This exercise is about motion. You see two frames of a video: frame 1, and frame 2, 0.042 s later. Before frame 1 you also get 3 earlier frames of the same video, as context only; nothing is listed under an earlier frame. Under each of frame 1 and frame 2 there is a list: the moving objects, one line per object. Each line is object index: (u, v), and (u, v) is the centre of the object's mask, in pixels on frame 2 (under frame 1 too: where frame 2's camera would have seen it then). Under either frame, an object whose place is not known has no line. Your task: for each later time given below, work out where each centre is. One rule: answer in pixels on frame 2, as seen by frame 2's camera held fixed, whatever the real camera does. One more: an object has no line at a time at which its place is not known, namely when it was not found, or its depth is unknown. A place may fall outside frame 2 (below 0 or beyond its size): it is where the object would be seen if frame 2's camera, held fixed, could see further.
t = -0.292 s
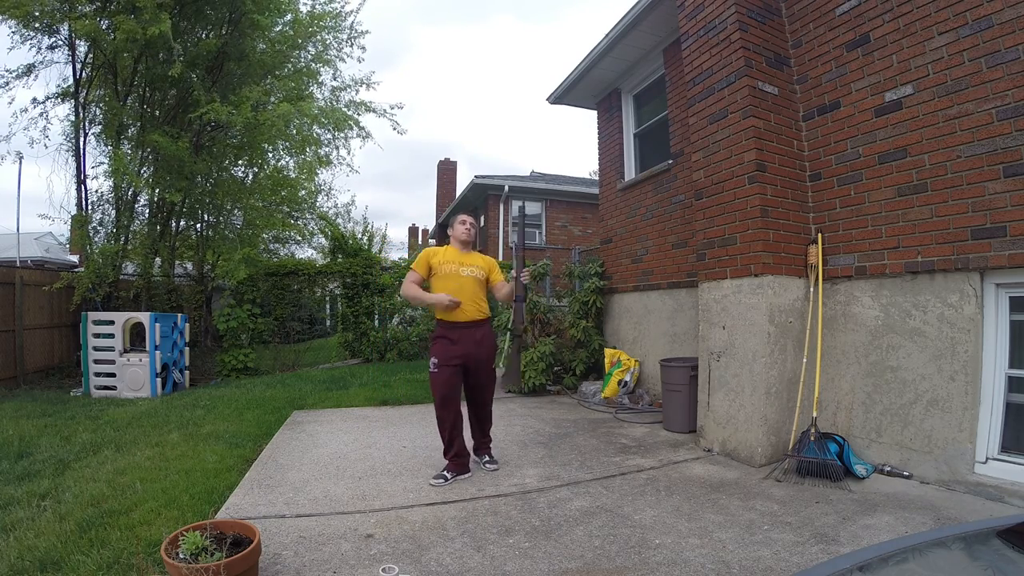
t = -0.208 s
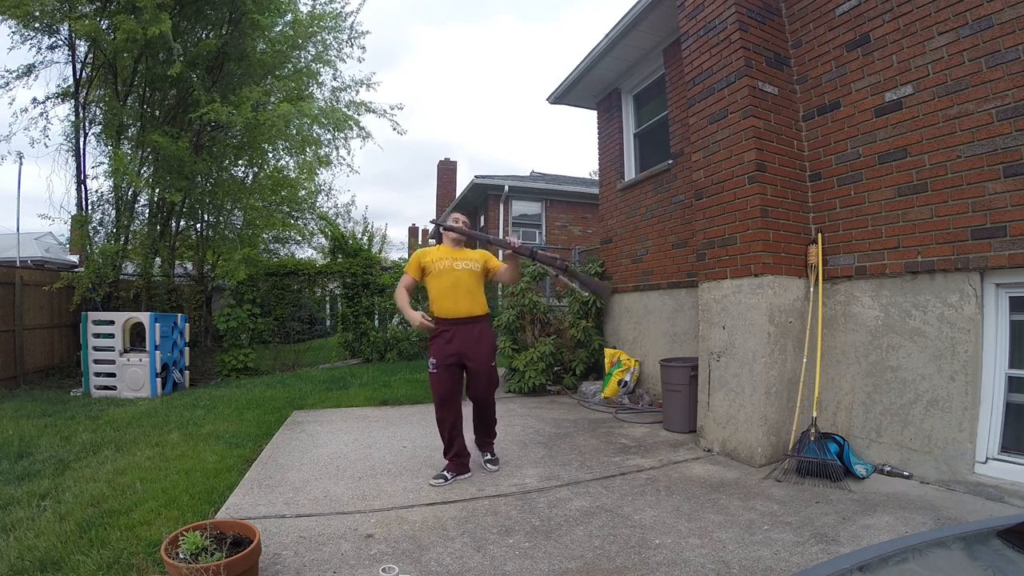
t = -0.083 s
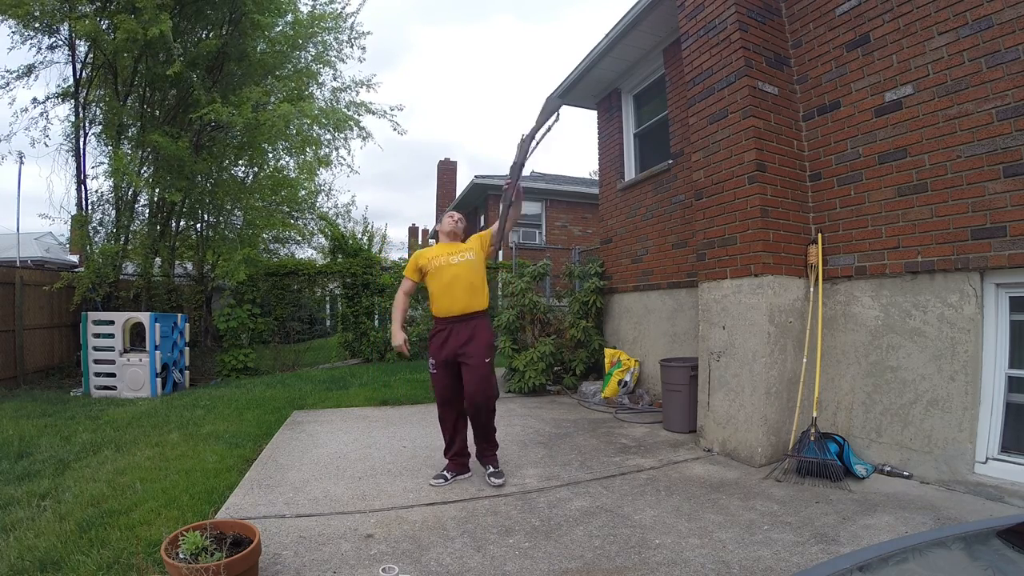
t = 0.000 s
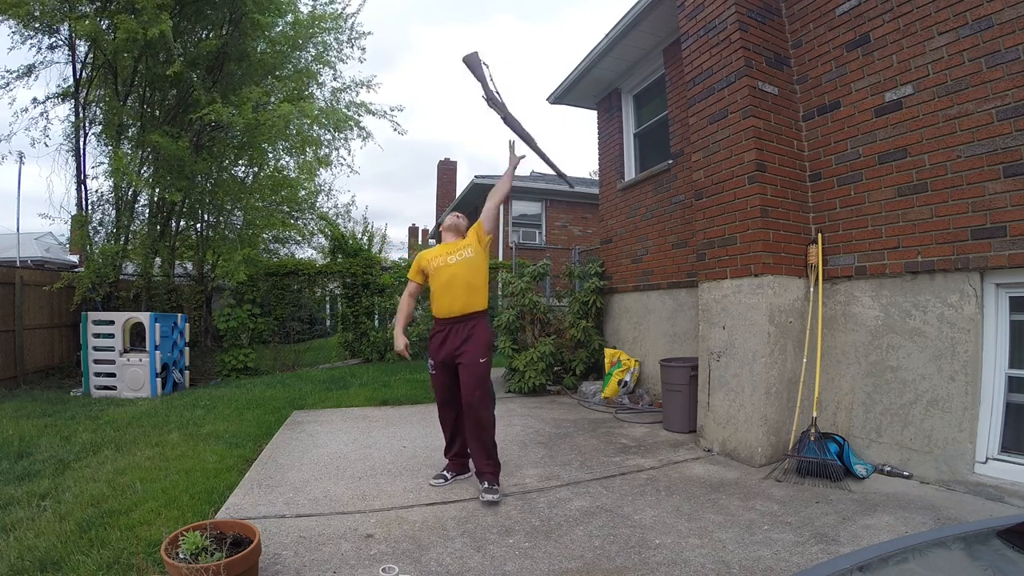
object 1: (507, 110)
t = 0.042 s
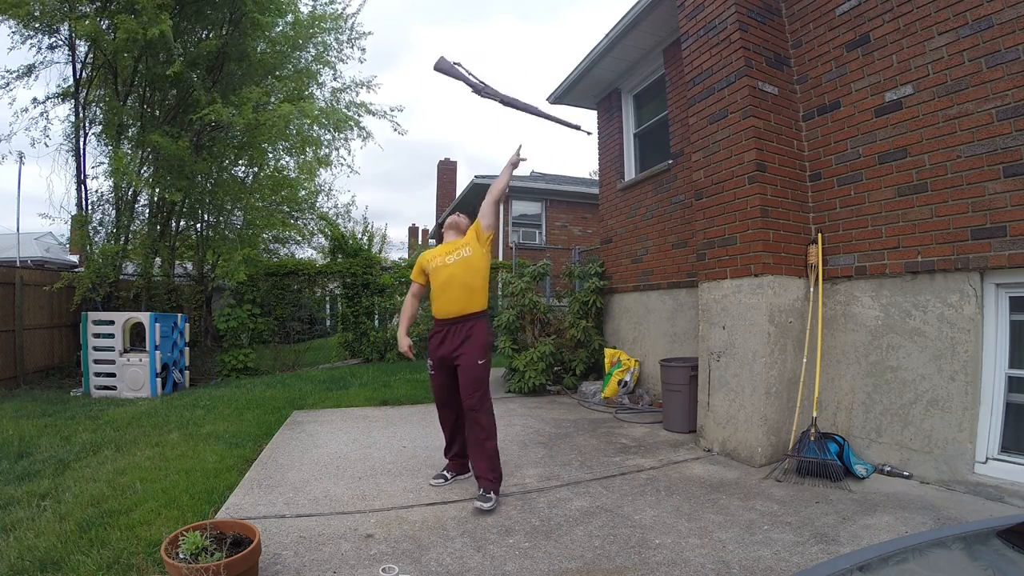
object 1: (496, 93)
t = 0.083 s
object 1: (487, 83)
